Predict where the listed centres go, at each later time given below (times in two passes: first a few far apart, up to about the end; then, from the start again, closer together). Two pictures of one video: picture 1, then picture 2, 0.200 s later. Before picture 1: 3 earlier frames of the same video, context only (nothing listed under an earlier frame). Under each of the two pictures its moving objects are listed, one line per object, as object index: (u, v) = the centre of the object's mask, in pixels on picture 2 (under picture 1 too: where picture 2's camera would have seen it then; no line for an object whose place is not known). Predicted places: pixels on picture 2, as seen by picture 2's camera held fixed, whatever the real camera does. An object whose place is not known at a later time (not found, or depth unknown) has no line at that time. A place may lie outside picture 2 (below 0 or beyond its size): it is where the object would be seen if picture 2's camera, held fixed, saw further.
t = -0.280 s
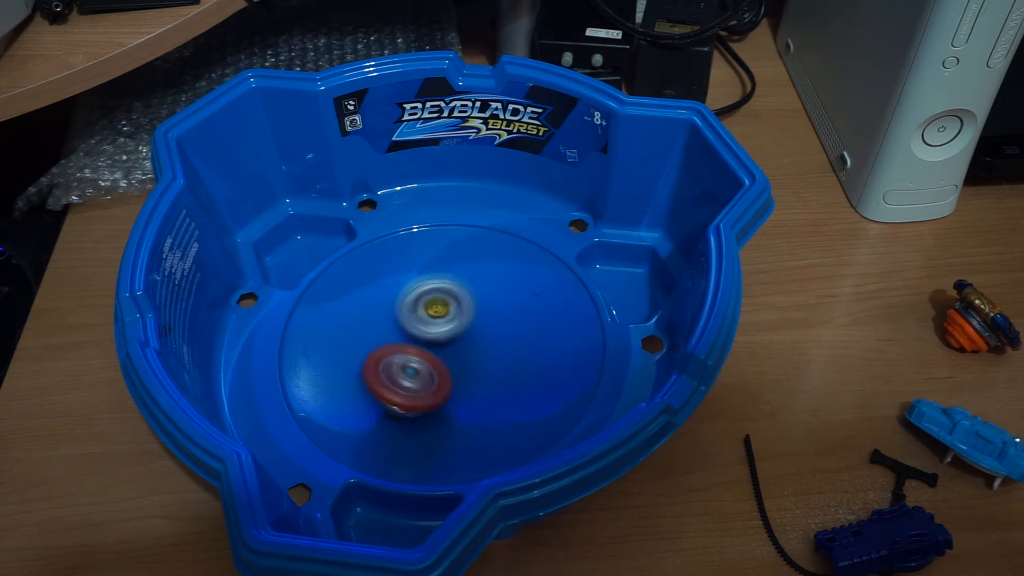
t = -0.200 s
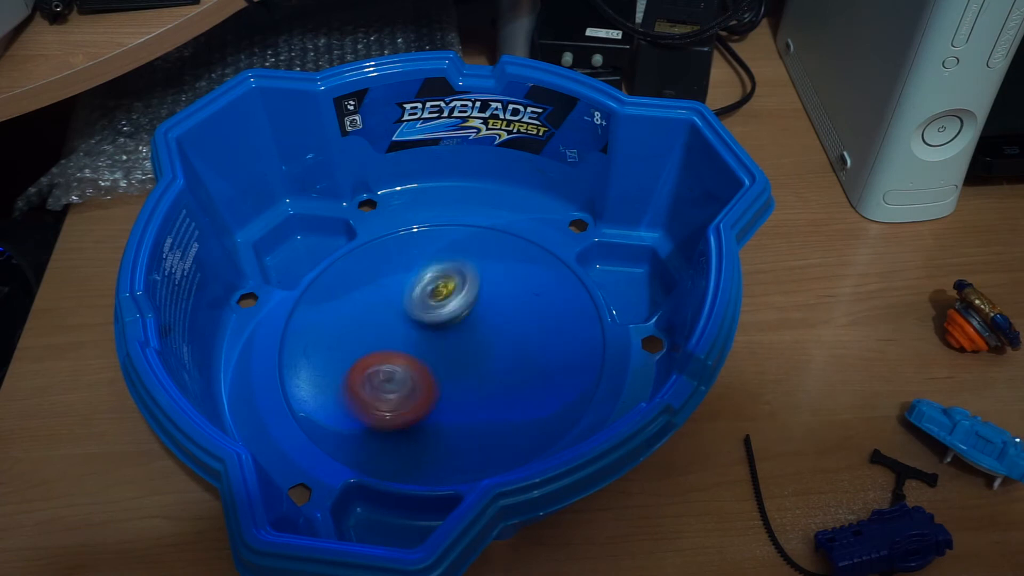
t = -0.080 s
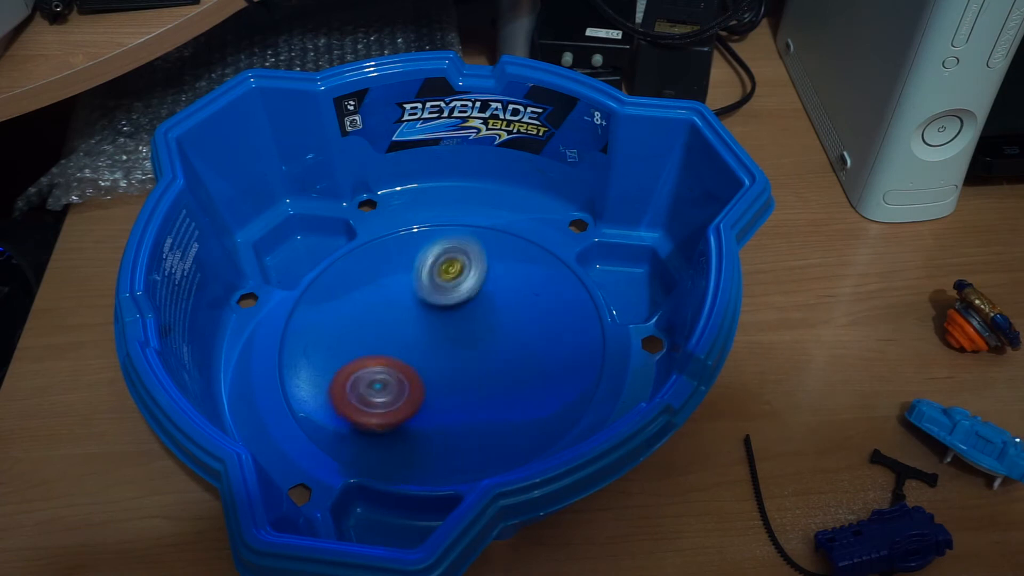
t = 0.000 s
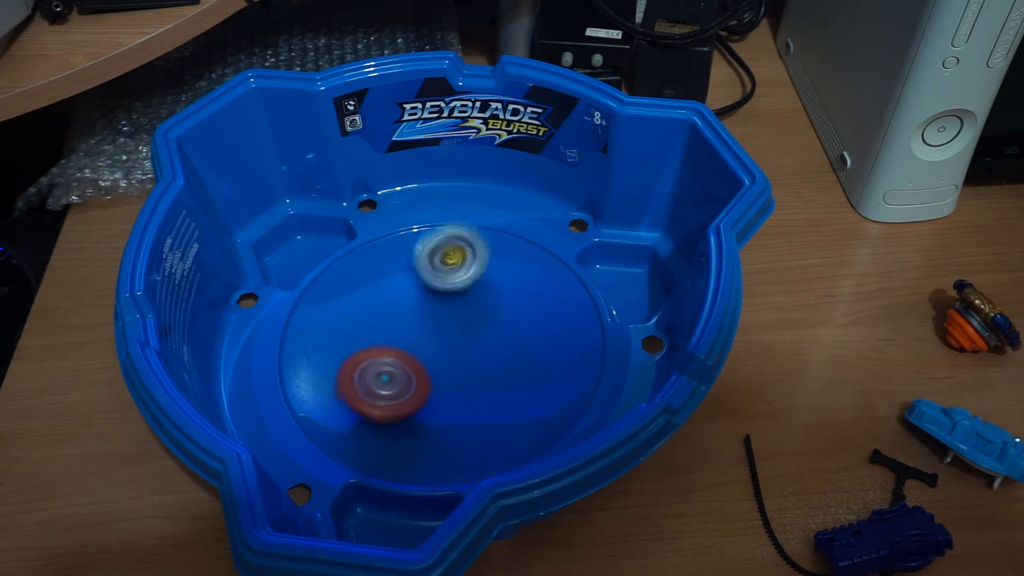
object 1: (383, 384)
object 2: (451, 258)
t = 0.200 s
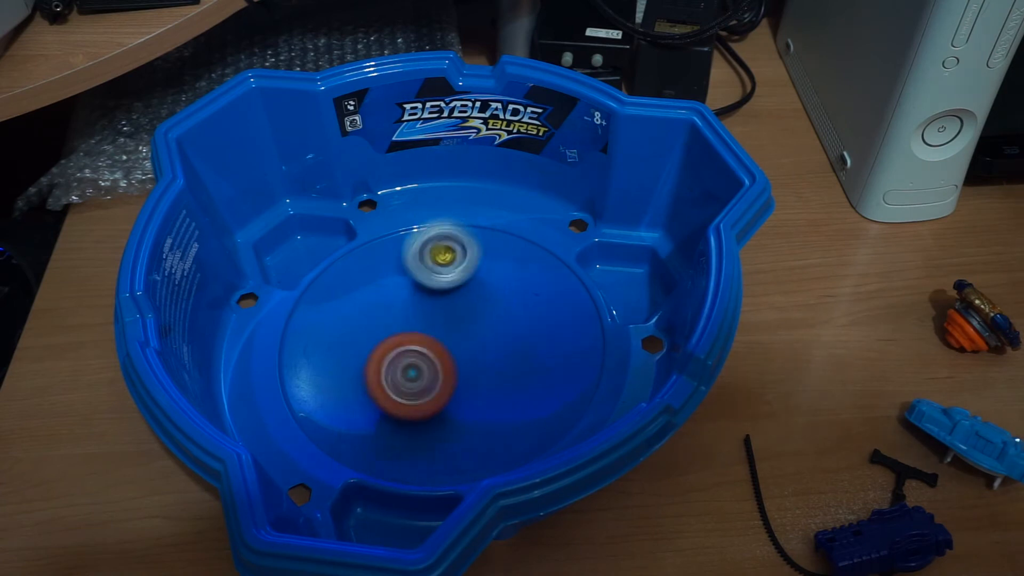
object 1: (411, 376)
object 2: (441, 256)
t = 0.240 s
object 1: (414, 376)
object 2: (438, 262)
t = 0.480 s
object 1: (430, 376)
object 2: (448, 304)
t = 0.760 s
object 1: (431, 391)
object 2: (455, 315)
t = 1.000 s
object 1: (431, 371)
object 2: (472, 315)
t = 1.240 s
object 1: (436, 358)
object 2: (493, 321)
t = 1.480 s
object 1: (449, 353)
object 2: (530, 326)
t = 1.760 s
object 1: (451, 328)
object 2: (532, 326)
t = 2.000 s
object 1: (443, 316)
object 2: (523, 325)
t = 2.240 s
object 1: (426, 326)
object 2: (524, 326)
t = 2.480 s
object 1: (427, 325)
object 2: (488, 347)
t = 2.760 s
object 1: (421, 314)
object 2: (485, 366)
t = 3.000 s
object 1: (433, 329)
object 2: (491, 353)
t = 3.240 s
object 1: (424, 340)
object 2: (489, 356)
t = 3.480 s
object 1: (427, 330)
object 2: (486, 359)
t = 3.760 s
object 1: (430, 341)
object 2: (493, 353)
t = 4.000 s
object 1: (429, 329)
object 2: (490, 362)
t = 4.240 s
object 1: (440, 321)
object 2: (489, 363)
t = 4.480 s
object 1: (425, 337)
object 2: (491, 363)
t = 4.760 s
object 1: (422, 320)
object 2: (491, 363)
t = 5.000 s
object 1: (433, 298)
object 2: (491, 363)
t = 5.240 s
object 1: (433, 300)
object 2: (491, 363)
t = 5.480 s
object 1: (415, 325)
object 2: (491, 363)
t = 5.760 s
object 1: (409, 327)
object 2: (491, 362)
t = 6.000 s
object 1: (433, 311)
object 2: (491, 362)
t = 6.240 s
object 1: (433, 311)
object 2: (491, 362)
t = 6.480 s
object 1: (419, 325)
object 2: (491, 362)
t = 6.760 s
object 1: (416, 326)
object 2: (491, 362)
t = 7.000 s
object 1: (430, 317)
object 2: (491, 362)
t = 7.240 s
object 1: (428, 318)
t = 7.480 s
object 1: (418, 325)
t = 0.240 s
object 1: (414, 376)
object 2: (438, 262)
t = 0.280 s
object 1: (417, 377)
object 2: (439, 266)
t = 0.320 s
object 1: (419, 377)
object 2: (437, 272)
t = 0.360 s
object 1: (421, 377)
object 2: (436, 281)
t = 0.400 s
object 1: (424, 376)
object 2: (438, 291)
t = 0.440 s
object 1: (427, 376)
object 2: (443, 298)
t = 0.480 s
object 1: (430, 376)
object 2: (448, 304)
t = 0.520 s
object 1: (434, 377)
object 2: (452, 309)
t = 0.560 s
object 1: (437, 379)
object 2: (453, 312)
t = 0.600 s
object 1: (438, 382)
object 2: (456, 313)
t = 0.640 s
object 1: (438, 386)
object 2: (458, 314)
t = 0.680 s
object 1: (437, 389)
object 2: (459, 313)
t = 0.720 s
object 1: (434, 391)
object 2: (457, 312)
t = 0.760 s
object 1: (431, 391)
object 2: (455, 315)
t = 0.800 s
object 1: (429, 390)
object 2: (455, 318)
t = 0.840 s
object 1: (426, 387)
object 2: (459, 319)
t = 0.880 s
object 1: (426, 384)
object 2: (466, 321)
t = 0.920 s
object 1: (426, 379)
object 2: (471, 318)
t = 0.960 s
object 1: (428, 375)
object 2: (472, 317)
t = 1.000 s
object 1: (431, 371)
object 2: (472, 315)
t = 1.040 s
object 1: (434, 369)
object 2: (471, 315)
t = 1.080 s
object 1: (437, 367)
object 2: (472, 317)
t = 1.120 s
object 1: (436, 365)
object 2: (474, 319)
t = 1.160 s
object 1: (437, 363)
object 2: (477, 319)
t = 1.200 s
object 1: (436, 359)
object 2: (485, 321)
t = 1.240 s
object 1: (436, 358)
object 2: (493, 321)
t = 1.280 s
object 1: (438, 357)
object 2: (502, 322)
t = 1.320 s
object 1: (442, 358)
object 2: (510, 323)
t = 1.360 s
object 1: (443, 358)
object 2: (517, 324)
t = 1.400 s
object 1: (446, 357)
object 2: (523, 324)
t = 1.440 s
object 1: (447, 356)
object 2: (527, 326)
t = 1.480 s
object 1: (449, 353)
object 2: (530, 326)
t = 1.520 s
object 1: (450, 351)
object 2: (533, 327)
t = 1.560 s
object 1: (451, 348)
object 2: (534, 327)
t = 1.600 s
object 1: (453, 344)
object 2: (534, 327)
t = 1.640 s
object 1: (453, 340)
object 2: (534, 327)
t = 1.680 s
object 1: (453, 336)
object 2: (532, 326)
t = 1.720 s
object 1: (452, 332)
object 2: (533, 326)
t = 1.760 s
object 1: (451, 328)
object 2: (532, 326)
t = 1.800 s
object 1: (448, 324)
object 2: (531, 325)
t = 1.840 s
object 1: (443, 319)
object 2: (530, 325)
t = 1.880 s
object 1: (438, 315)
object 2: (531, 325)
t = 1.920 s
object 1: (438, 312)
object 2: (530, 325)
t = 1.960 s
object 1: (442, 312)
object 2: (527, 325)
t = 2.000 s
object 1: (443, 316)
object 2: (523, 325)
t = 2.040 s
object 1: (442, 322)
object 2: (526, 325)
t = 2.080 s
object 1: (438, 326)
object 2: (529, 326)
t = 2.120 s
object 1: (432, 328)
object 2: (531, 326)
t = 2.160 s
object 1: (429, 327)
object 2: (530, 326)
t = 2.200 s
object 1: (426, 326)
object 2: (528, 326)
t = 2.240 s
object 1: (426, 326)
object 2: (524, 326)
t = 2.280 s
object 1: (426, 325)
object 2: (518, 326)
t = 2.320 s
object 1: (426, 325)
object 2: (512, 328)
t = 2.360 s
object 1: (426, 326)
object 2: (504, 330)
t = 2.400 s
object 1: (427, 326)
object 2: (496, 334)
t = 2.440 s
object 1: (429, 326)
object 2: (490, 340)
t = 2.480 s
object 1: (427, 325)
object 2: (488, 347)
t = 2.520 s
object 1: (423, 324)
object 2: (488, 354)
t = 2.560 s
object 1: (421, 321)
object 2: (488, 358)
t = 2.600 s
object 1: (418, 317)
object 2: (487, 361)
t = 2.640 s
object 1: (418, 315)
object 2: (486, 364)
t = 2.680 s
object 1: (420, 314)
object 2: (485, 365)
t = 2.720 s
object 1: (420, 313)
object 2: (485, 366)
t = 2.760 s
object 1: (421, 314)
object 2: (485, 366)
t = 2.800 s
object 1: (422, 313)
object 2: (485, 365)
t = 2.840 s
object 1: (424, 314)
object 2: (486, 363)
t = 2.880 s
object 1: (426, 316)
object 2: (486, 361)
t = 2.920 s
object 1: (430, 318)
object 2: (487, 358)
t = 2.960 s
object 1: (432, 324)
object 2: (489, 355)
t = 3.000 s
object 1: (433, 329)
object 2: (491, 353)
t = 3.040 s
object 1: (433, 333)
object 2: (493, 351)
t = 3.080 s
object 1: (432, 339)
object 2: (494, 350)
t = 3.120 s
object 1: (429, 341)
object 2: (494, 350)
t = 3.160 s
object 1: (425, 342)
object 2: (492, 351)
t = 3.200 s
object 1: (424, 343)
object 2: (491, 353)
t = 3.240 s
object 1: (424, 340)
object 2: (489, 356)
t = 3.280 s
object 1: (423, 335)
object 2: (487, 358)
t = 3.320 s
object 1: (422, 333)
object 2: (486, 360)
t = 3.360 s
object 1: (424, 332)
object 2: (485, 361)
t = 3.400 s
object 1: (424, 329)
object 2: (486, 361)
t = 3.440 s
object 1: (425, 328)
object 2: (486, 360)
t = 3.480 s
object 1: (427, 330)
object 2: (486, 359)
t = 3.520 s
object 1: (429, 329)
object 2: (487, 357)
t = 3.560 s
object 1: (433, 329)
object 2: (488, 355)
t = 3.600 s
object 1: (434, 331)
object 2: (490, 353)
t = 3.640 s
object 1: (433, 333)
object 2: (493, 352)
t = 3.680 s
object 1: (431, 336)
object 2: (494, 352)
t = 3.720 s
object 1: (430, 338)
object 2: (494, 352)
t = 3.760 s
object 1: (430, 341)
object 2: (493, 353)
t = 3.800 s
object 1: (428, 342)
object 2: (491, 354)
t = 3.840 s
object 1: (426, 342)
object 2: (490, 356)
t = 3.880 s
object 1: (427, 342)
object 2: (489, 359)
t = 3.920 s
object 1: (425, 338)
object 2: (492, 360)
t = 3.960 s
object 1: (426, 333)
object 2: (492, 361)
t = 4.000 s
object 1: (429, 329)
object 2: (490, 362)
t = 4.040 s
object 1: (430, 326)
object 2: (488, 363)
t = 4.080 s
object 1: (432, 324)
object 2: (487, 364)
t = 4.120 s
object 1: (433, 323)
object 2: (487, 365)
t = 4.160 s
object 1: (435, 321)
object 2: (488, 364)
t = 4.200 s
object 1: (437, 320)
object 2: (488, 364)
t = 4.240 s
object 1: (440, 321)
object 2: (489, 363)
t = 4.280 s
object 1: (444, 324)
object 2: (490, 362)
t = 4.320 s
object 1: (444, 326)
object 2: (492, 362)
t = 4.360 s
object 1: (440, 330)
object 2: (493, 362)
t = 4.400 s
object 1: (435, 333)
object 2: (491, 363)
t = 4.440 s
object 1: (430, 335)
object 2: (491, 363)
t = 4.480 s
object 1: (425, 337)
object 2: (491, 363)
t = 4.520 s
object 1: (421, 335)
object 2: (492, 362)
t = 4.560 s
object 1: (419, 333)
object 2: (491, 363)
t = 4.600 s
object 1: (417, 330)
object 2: (491, 363)
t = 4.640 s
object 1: (417, 328)
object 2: (491, 363)
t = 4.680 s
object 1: (418, 325)
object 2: (491, 363)
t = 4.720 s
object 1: (419, 323)
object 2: (491, 363)
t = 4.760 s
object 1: (422, 320)
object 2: (491, 363)
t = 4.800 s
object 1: (424, 317)
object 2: (491, 363)
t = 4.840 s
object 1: (427, 313)
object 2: (491, 363)
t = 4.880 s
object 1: (430, 309)
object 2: (491, 363)
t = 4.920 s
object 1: (433, 304)
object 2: (491, 363)
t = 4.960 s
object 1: (434, 301)
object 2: (491, 363)
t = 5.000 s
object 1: (433, 298)
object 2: (491, 363)
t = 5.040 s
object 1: (433, 296)
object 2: (491, 363)
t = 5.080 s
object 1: (432, 295)
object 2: (491, 363)
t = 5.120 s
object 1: (432, 295)
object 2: (491, 363)
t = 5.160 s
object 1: (432, 296)
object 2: (491, 363)
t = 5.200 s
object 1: (433, 298)
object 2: (491, 363)
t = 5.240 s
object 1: (433, 300)
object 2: (491, 363)
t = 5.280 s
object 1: (433, 304)
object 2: (491, 363)
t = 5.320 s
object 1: (433, 309)
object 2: (491, 363)
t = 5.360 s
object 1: (430, 313)
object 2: (491, 363)
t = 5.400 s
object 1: (426, 318)
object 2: (491, 363)
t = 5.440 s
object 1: (421, 322)
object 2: (491, 363)
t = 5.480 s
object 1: (415, 325)
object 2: (491, 363)
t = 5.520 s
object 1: (410, 327)
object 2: (491, 363)
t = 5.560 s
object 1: (405, 328)
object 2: (491, 363)
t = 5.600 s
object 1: (401, 329)
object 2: (491, 363)
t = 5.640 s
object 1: (400, 329)
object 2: (491, 363)
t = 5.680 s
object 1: (401, 329)
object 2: (491, 362)
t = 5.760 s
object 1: (409, 327)
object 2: (491, 362)
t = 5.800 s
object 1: (414, 326)
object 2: (491, 362)
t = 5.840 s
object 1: (419, 324)
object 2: (491, 363)
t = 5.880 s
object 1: (424, 321)
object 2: (491, 362)
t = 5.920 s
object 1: (428, 317)
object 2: (491, 362)
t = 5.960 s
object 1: (431, 314)
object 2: (491, 362)
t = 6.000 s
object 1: (433, 311)
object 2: (491, 362)
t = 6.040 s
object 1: (435, 308)
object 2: (491, 362)
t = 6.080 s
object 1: (435, 306)
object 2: (491, 362)
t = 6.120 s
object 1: (435, 306)
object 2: (491, 362)
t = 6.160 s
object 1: (435, 306)
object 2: (491, 362)
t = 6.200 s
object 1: (435, 308)
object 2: (491, 362)
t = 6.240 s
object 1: (433, 311)
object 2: (491, 362)
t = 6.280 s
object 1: (432, 313)
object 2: (491, 362)
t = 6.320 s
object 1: (431, 315)
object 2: (491, 362)
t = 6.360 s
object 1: (428, 318)
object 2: (491, 362)
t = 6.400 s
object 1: (425, 320)
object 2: (491, 362)
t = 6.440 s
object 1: (422, 323)
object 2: (491, 362)
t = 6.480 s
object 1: (419, 325)
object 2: (491, 362)
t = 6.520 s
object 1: (416, 326)
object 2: (491, 362)
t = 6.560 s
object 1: (413, 327)
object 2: (491, 362)
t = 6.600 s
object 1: (412, 327)
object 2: (491, 362)
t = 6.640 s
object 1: (411, 327)
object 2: (491, 362)
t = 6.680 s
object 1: (411, 327)
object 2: (491, 362)
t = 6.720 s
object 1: (413, 327)
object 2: (491, 362)
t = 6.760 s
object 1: (416, 326)
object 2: (491, 362)
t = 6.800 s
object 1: (419, 325)
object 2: (491, 362)
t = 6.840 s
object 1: (422, 323)
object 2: (491, 362)
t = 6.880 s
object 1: (425, 321)
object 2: (491, 362)
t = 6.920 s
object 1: (427, 320)
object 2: (491, 362)
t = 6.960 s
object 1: (429, 318)
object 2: (491, 362)
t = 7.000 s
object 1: (430, 317)
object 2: (491, 362)
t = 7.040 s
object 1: (431, 316)
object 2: (491, 362)
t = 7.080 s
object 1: (431, 315)
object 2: (491, 362)
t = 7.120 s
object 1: (431, 315)
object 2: (491, 362)
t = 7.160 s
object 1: (430, 316)
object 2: (491, 363)
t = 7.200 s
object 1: (429, 317)
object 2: (491, 363)
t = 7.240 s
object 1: (428, 318)
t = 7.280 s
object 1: (427, 320)
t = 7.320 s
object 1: (425, 321)
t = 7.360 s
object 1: (423, 323)
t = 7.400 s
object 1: (421, 324)
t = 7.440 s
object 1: (419, 325)
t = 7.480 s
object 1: (418, 325)
